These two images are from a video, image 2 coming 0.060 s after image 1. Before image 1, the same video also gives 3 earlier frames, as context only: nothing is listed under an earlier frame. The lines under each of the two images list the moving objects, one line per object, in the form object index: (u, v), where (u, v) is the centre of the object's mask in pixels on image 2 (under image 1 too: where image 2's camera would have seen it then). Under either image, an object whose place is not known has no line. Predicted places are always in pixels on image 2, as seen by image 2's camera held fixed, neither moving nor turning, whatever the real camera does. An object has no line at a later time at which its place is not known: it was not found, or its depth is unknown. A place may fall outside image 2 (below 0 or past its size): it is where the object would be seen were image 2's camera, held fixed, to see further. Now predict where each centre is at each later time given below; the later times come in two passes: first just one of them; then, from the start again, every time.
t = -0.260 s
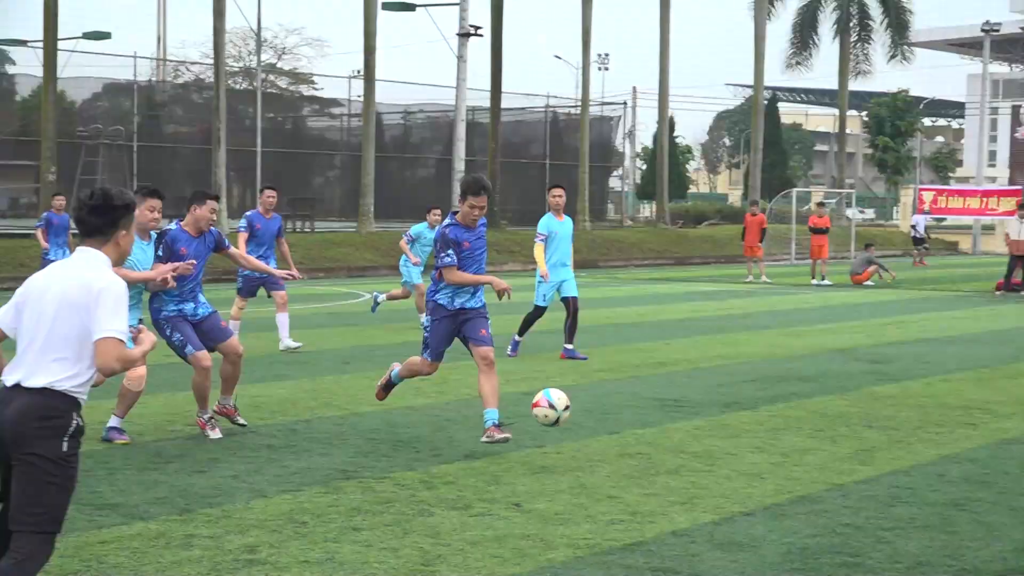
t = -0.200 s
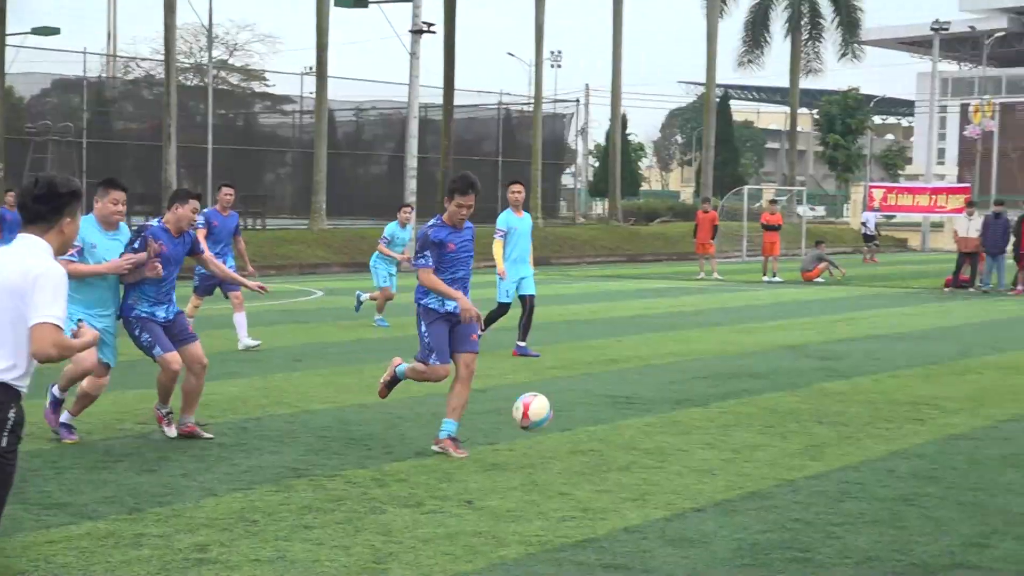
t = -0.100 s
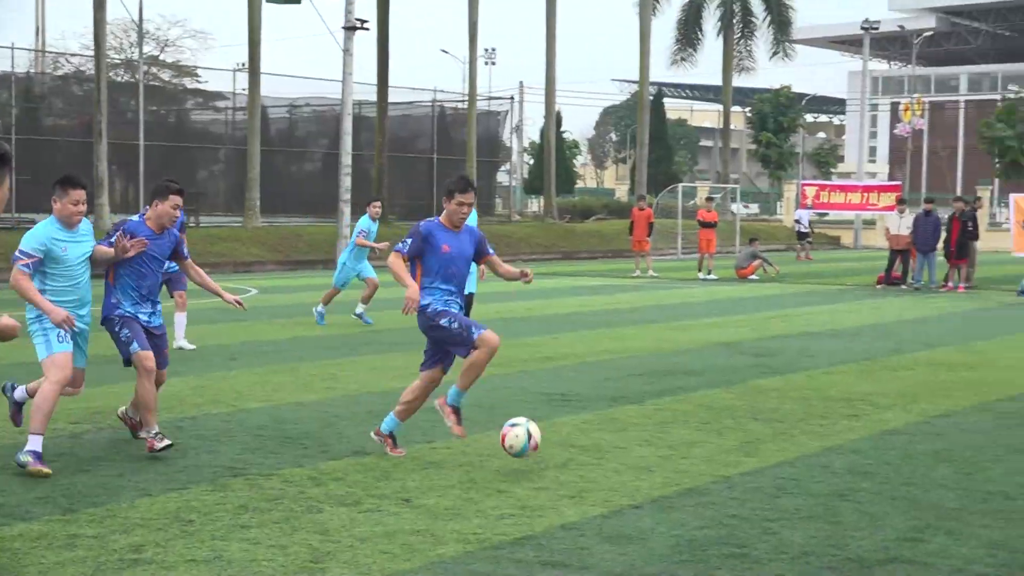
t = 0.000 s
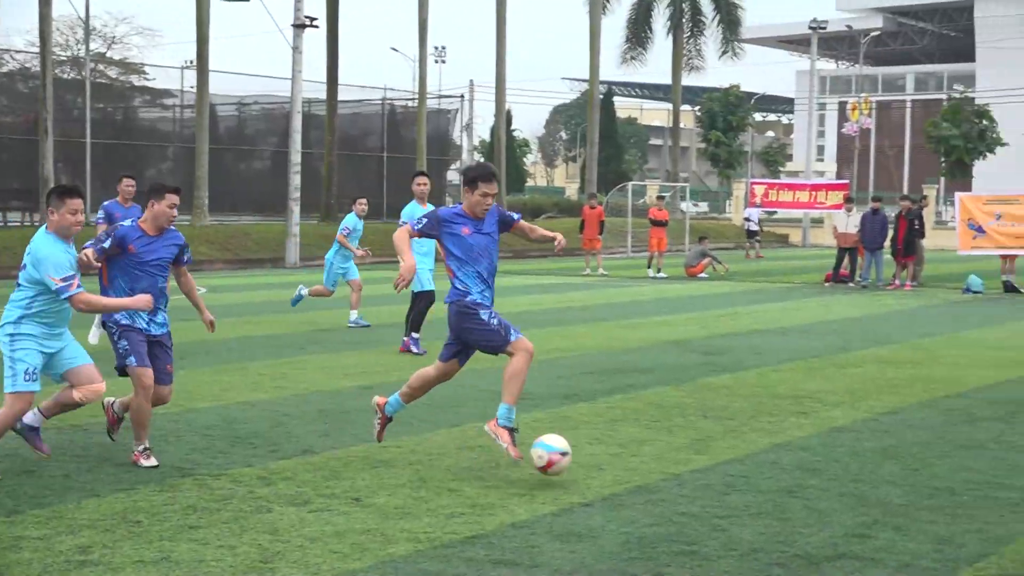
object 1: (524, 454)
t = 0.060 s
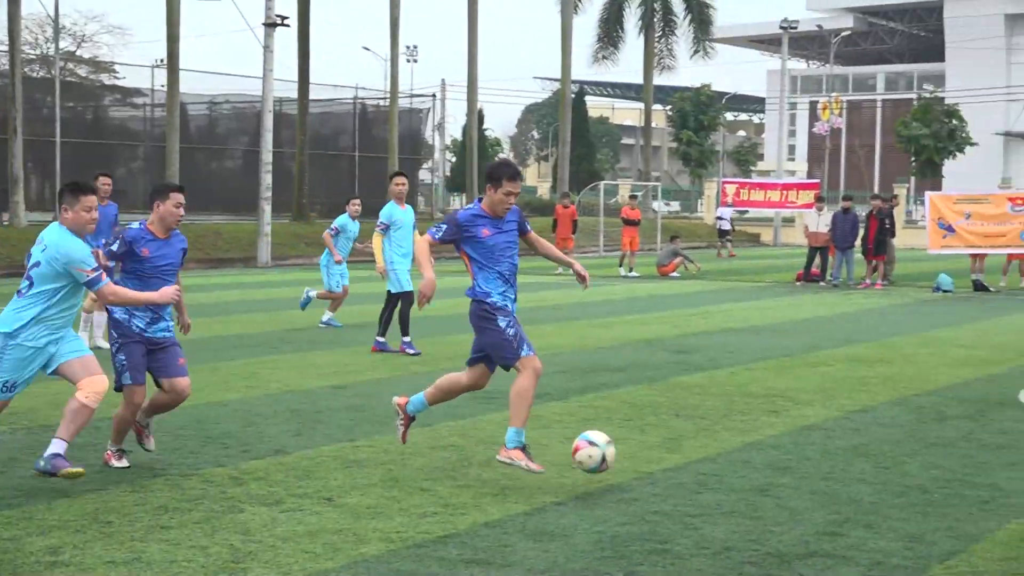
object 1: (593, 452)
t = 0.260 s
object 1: (854, 500)
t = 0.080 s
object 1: (618, 453)
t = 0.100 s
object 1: (643, 454)
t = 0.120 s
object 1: (668, 457)
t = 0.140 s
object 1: (693, 460)
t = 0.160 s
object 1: (719, 466)
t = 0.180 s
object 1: (745, 472)
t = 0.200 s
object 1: (771, 477)
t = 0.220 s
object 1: (799, 485)
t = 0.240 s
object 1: (827, 493)
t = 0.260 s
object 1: (854, 500)
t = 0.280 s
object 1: (880, 498)
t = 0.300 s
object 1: (905, 498)
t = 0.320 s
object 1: (930, 497)
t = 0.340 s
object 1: (957, 498)
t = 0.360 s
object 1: (984, 500)
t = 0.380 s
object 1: (1011, 503)
